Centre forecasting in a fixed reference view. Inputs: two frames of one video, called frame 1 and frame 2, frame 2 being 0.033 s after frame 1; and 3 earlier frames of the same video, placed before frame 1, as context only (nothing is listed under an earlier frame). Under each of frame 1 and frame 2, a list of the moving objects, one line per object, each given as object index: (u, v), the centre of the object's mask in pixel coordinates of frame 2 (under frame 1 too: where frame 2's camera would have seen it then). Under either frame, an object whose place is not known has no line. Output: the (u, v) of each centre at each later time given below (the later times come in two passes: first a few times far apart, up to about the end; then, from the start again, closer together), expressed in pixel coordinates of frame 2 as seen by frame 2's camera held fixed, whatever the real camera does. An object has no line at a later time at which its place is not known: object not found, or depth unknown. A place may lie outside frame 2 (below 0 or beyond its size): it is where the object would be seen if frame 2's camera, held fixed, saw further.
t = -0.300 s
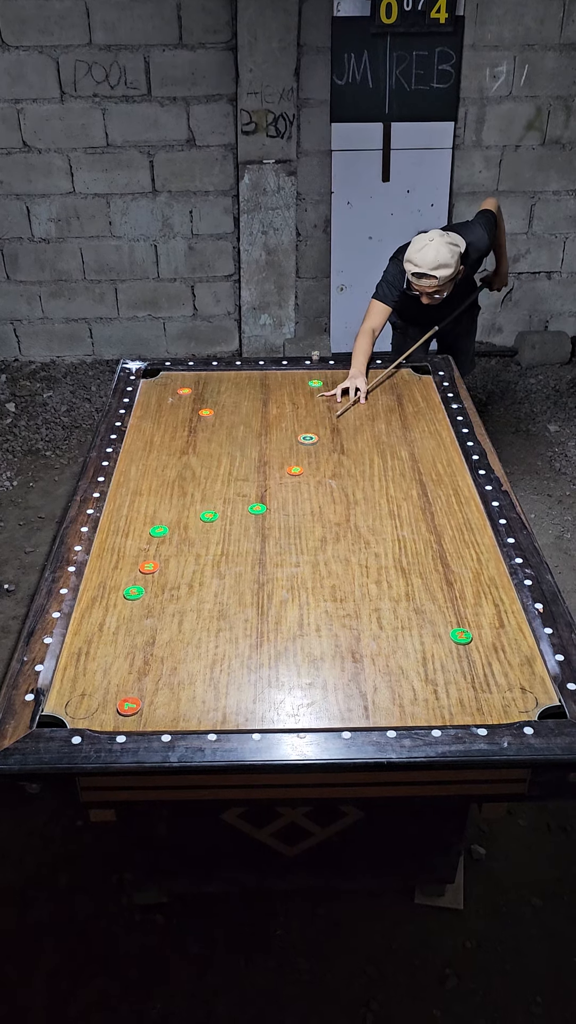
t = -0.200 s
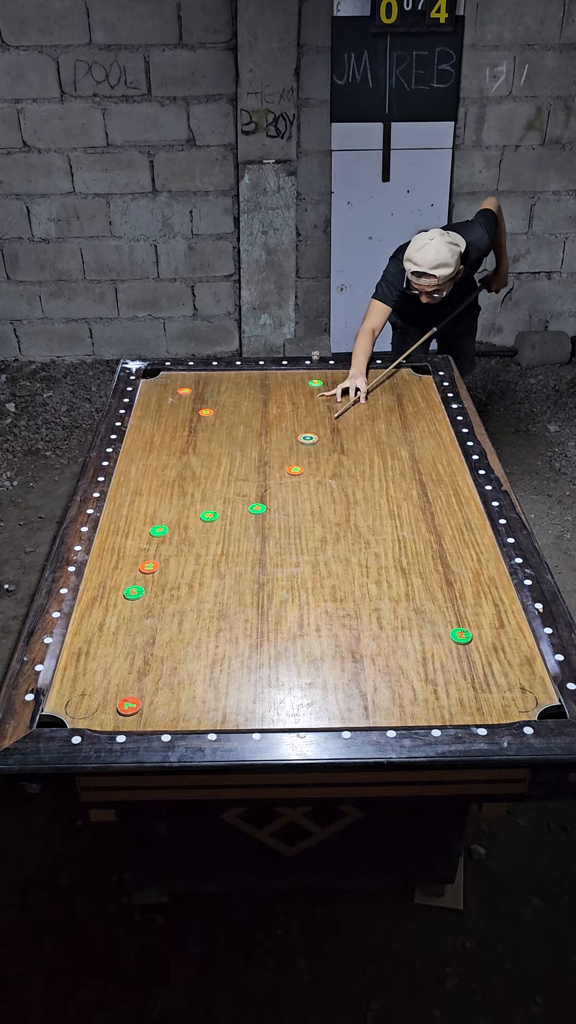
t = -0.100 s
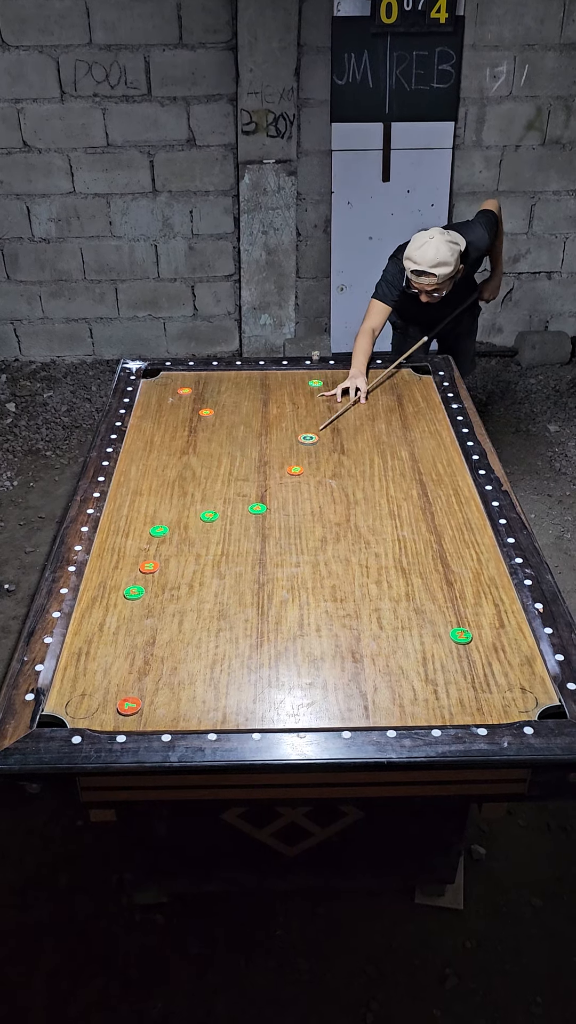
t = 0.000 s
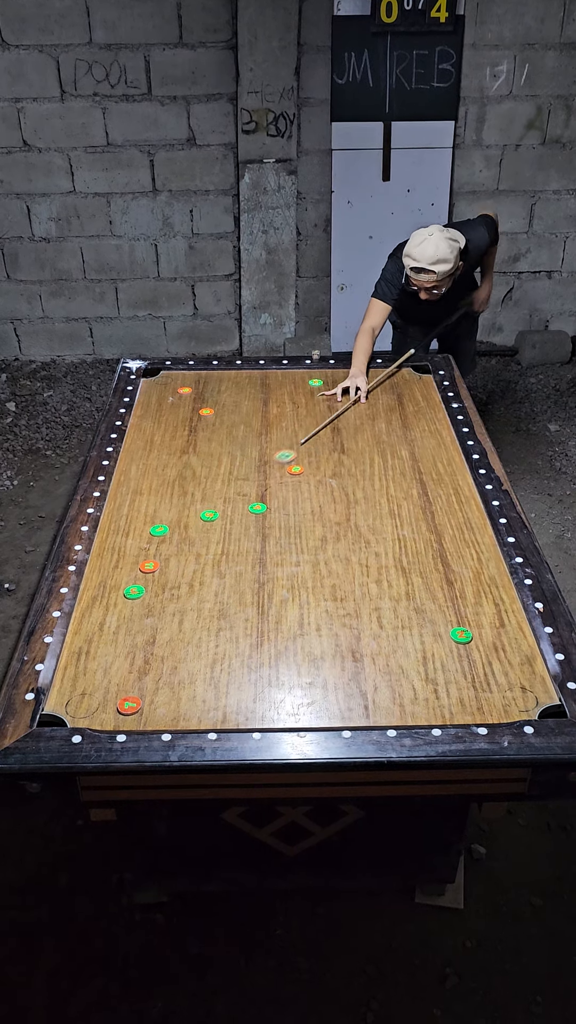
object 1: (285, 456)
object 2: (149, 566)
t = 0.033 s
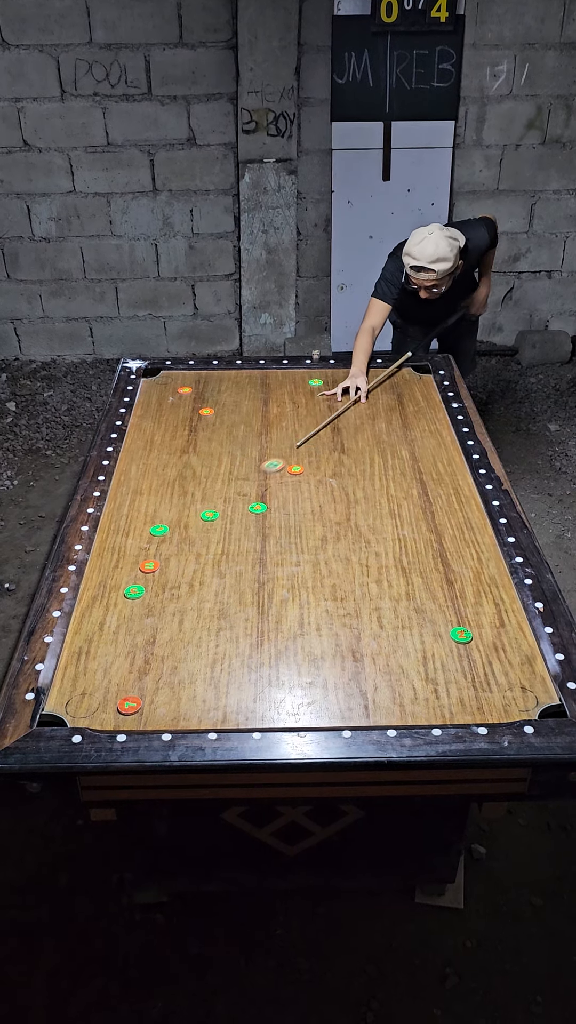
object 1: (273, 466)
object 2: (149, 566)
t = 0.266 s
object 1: (206, 520)
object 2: (146, 569)
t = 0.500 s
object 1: (170, 550)
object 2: (99, 580)
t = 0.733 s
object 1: (148, 570)
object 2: (99, 577)
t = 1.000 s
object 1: (143, 577)
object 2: (99, 571)
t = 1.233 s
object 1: (143, 577)
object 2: (98, 571)
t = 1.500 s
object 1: (143, 577)
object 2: (98, 571)
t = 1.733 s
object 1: (143, 577)
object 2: (98, 571)
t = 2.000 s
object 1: (143, 577)
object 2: (98, 571)
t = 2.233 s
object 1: (143, 577)
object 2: (98, 571)
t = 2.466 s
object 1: (143, 577)
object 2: (98, 571)
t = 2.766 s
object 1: (143, 577)
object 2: (98, 571)
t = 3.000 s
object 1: (143, 577)
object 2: (98, 571)
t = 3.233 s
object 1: (143, 577)
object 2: (98, 571)
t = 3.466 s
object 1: (143, 577)
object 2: (98, 571)
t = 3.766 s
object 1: (143, 577)
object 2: (98, 571)
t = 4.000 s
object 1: (143, 577)
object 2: (98, 571)
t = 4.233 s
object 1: (143, 577)
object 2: (98, 571)
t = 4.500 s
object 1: (143, 577)
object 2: (98, 571)
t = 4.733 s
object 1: (143, 577)
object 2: (98, 571)
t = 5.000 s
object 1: (143, 577)
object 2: (98, 571)
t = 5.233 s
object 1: (143, 577)
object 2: (98, 571)
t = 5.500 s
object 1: (143, 577)
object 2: (98, 571)
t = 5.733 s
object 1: (143, 577)
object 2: (98, 571)
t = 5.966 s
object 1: (143, 577)
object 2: (98, 571)
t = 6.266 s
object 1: (143, 577)
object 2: (98, 571)
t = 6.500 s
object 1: (143, 577)
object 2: (98, 571)
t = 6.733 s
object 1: (143, 577)
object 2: (98, 571)
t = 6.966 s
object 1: (143, 577)
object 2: (98, 571)
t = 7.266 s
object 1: (143, 577)
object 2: (98, 571)
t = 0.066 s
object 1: (261, 475)
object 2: (149, 566)
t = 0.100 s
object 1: (249, 484)
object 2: (149, 566)
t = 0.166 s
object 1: (224, 504)
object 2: (149, 566)
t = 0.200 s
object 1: (217, 510)
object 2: (149, 566)
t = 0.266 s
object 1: (206, 520)
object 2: (146, 569)
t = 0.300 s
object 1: (200, 525)
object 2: (135, 579)
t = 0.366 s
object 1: (189, 533)
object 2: (121, 580)
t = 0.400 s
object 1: (184, 538)
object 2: (115, 580)
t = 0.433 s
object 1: (179, 542)
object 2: (109, 580)
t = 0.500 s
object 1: (170, 550)
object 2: (99, 580)
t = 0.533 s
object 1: (166, 554)
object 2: (95, 580)
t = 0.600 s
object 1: (159, 560)
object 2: (94, 580)
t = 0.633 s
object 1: (156, 563)
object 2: (96, 579)
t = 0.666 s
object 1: (153, 566)
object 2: (97, 578)
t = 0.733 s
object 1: (148, 570)
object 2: (99, 577)
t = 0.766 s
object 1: (146, 572)
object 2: (99, 577)
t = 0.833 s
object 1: (144, 575)
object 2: (100, 576)
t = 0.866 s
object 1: (143, 575)
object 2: (100, 576)
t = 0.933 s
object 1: (143, 577)
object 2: (100, 576)
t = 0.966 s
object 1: (143, 577)
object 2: (100, 572)
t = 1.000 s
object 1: (143, 577)
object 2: (99, 571)
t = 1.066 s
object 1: (143, 577)
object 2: (98, 571)
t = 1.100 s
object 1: (143, 577)
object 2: (98, 571)
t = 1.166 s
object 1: (143, 577)
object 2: (98, 571)
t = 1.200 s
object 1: (143, 577)
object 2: (98, 571)
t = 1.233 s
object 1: (143, 577)
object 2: (98, 571)
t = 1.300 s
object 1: (143, 577)
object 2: (98, 571)
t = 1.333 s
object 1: (143, 577)
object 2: (98, 571)
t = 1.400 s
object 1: (143, 577)
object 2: (98, 571)
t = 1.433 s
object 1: (143, 577)
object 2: (98, 571)
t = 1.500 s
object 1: (143, 577)
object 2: (98, 571)
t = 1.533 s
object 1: (143, 577)
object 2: (98, 571)
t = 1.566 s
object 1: (143, 577)
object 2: (98, 571)
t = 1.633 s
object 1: (143, 577)
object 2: (98, 571)
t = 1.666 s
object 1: (143, 577)
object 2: (98, 571)
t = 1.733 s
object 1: (143, 577)
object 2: (98, 571)
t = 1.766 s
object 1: (143, 577)
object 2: (98, 571)
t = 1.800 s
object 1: (143, 577)
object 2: (98, 571)
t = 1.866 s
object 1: (143, 577)
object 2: (98, 571)
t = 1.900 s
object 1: (143, 577)
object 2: (98, 571)
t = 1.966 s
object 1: (143, 577)
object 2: (98, 571)
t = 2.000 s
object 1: (143, 577)
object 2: (98, 571)
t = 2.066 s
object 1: (143, 577)
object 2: (98, 571)
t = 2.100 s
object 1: (143, 577)
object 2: (98, 571)
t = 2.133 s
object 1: (143, 577)
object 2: (98, 571)
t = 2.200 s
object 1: (143, 577)
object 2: (98, 571)
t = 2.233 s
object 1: (143, 577)
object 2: (98, 571)
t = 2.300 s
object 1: (143, 577)
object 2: (98, 571)
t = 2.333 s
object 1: (143, 577)
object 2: (98, 571)
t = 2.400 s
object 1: (143, 577)
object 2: (98, 571)
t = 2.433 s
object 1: (143, 577)
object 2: (98, 571)
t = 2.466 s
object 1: (143, 577)
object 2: (98, 571)
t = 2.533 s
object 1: (143, 577)
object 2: (98, 572)
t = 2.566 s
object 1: (143, 577)
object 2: (98, 571)
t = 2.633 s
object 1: (143, 577)
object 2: (98, 571)
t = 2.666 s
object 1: (143, 577)
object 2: (98, 571)
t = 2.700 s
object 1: (143, 577)
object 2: (98, 571)
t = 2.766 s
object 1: (143, 577)
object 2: (98, 571)
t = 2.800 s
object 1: (143, 577)
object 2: (98, 571)
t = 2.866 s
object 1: (143, 577)
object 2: (98, 571)
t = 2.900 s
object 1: (143, 577)
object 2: (98, 571)
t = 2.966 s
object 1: (143, 577)
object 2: (98, 571)
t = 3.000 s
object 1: (143, 577)
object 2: (98, 571)
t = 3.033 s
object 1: (143, 577)
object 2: (98, 571)
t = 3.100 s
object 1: (143, 577)
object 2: (98, 571)
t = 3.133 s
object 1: (143, 577)
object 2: (98, 571)
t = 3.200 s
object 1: (143, 577)
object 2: (98, 571)
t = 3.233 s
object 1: (143, 577)
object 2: (98, 571)
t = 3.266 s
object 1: (143, 577)
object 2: (98, 571)
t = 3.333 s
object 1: (143, 577)
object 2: (98, 571)
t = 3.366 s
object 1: (143, 577)
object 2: (98, 571)
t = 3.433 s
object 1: (143, 577)
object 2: (98, 571)
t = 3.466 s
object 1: (143, 577)
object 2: (98, 571)
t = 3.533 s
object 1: (143, 577)
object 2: (98, 571)
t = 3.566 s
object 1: (143, 577)
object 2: (98, 571)
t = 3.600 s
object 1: (143, 577)
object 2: (98, 571)
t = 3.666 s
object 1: (143, 577)
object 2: (98, 571)
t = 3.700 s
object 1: (143, 577)
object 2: (98, 571)
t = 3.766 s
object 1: (143, 577)
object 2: (98, 571)
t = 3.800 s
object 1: (143, 577)
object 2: (98, 571)
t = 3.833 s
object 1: (143, 577)
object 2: (98, 571)
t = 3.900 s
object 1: (143, 577)
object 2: (98, 571)
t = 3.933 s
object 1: (143, 577)
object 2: (98, 571)
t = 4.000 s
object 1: (143, 577)
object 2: (98, 571)
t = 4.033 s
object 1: (143, 577)
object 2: (98, 571)
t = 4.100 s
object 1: (143, 577)
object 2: (98, 571)
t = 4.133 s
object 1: (143, 577)
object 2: (98, 571)
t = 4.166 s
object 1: (143, 577)
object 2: (98, 571)
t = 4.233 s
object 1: (143, 577)
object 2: (98, 571)
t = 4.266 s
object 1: (143, 577)
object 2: (98, 571)
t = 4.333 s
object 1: (143, 577)
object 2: (98, 571)
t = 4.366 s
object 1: (143, 577)
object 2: (98, 571)
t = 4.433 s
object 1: (143, 577)
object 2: (98, 571)
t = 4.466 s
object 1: (143, 577)
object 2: (98, 571)
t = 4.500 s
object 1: (143, 577)
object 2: (98, 571)
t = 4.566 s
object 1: (143, 577)
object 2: (98, 571)
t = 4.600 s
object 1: (143, 577)
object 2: (98, 572)
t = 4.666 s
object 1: (143, 577)
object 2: (98, 571)
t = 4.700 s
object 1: (143, 577)
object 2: (98, 571)
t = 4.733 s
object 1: (143, 577)
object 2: (98, 571)
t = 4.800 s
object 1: (143, 577)
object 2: (98, 571)
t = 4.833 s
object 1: (143, 577)
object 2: (97, 571)
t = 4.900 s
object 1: (143, 577)
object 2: (98, 571)
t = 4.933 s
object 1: (143, 577)
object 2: (98, 571)
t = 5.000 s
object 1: (143, 577)
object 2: (98, 571)
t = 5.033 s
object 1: (143, 577)
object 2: (98, 571)
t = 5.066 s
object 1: (143, 577)
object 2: (98, 571)
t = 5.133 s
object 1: (143, 577)
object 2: (98, 571)
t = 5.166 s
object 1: (143, 577)
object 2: (98, 571)
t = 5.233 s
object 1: (143, 577)
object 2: (98, 571)
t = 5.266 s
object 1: (143, 577)
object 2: (98, 571)
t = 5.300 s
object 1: (143, 577)
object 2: (98, 571)
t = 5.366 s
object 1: (143, 577)
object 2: (98, 571)
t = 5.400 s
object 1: (143, 577)
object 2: (98, 571)
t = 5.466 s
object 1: (143, 577)
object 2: (98, 571)
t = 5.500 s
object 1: (143, 577)
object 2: (98, 571)
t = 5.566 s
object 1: (143, 577)
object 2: (98, 571)
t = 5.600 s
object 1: (143, 577)
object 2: (98, 571)
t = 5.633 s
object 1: (143, 577)
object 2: (98, 571)
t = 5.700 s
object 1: (143, 577)
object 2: (98, 571)
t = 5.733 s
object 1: (143, 577)
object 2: (98, 571)
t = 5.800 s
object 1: (143, 577)
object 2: (98, 571)
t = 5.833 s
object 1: (143, 577)
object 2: (98, 571)
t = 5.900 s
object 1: (143, 577)
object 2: (98, 571)
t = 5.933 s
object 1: (143, 577)
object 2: (98, 571)
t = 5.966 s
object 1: (143, 577)
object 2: (98, 571)
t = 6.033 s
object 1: (143, 577)
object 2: (98, 571)
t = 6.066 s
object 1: (143, 577)
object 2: (98, 571)
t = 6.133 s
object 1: (143, 577)
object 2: (98, 571)
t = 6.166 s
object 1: (143, 577)
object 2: (98, 571)
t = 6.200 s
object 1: (143, 577)
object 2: (98, 571)
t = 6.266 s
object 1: (143, 577)
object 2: (98, 571)
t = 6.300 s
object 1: (143, 577)
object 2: (98, 571)
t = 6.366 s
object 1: (143, 577)
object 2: (98, 571)
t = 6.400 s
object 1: (143, 577)
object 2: (98, 571)
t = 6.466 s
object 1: (143, 577)
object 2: (98, 571)
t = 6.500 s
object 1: (143, 577)
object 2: (98, 571)
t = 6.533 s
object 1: (143, 577)
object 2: (98, 571)
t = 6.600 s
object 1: (143, 577)
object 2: (98, 571)
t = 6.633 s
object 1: (143, 577)
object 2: (98, 571)
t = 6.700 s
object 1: (143, 577)
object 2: (98, 571)
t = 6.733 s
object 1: (143, 577)
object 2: (98, 571)
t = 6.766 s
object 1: (143, 577)
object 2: (98, 572)
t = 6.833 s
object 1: (143, 577)
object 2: (98, 571)
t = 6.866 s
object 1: (143, 577)
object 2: (98, 571)
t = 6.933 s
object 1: (143, 577)
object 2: (98, 571)
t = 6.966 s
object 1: (143, 577)
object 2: (98, 571)
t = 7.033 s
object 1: (143, 577)
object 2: (98, 571)
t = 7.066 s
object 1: (143, 577)
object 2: (98, 571)
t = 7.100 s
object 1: (143, 577)
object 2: (98, 571)
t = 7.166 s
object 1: (143, 577)
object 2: (98, 571)
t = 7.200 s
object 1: (143, 577)
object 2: (98, 571)
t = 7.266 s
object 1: (143, 577)
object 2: (98, 571)
